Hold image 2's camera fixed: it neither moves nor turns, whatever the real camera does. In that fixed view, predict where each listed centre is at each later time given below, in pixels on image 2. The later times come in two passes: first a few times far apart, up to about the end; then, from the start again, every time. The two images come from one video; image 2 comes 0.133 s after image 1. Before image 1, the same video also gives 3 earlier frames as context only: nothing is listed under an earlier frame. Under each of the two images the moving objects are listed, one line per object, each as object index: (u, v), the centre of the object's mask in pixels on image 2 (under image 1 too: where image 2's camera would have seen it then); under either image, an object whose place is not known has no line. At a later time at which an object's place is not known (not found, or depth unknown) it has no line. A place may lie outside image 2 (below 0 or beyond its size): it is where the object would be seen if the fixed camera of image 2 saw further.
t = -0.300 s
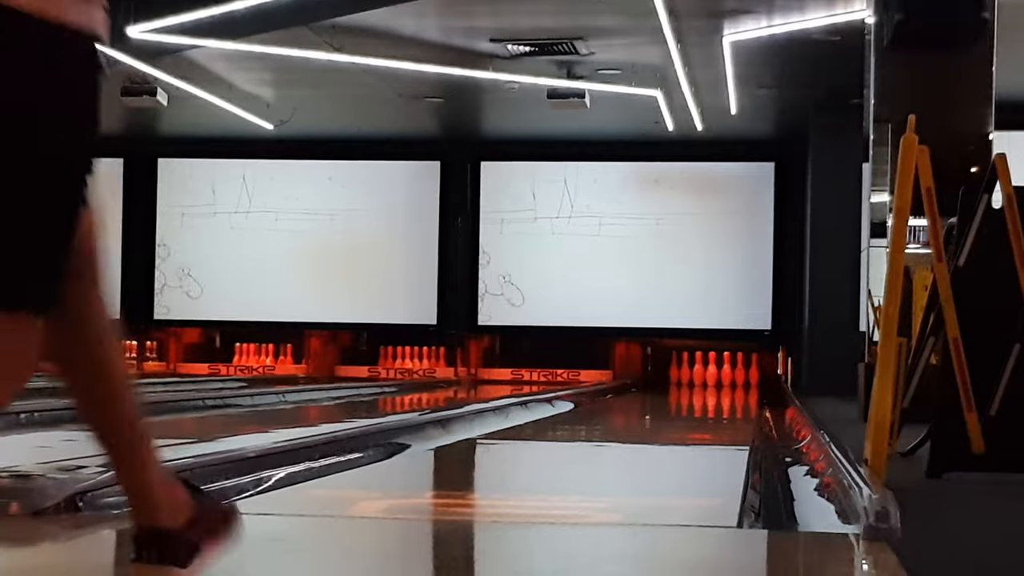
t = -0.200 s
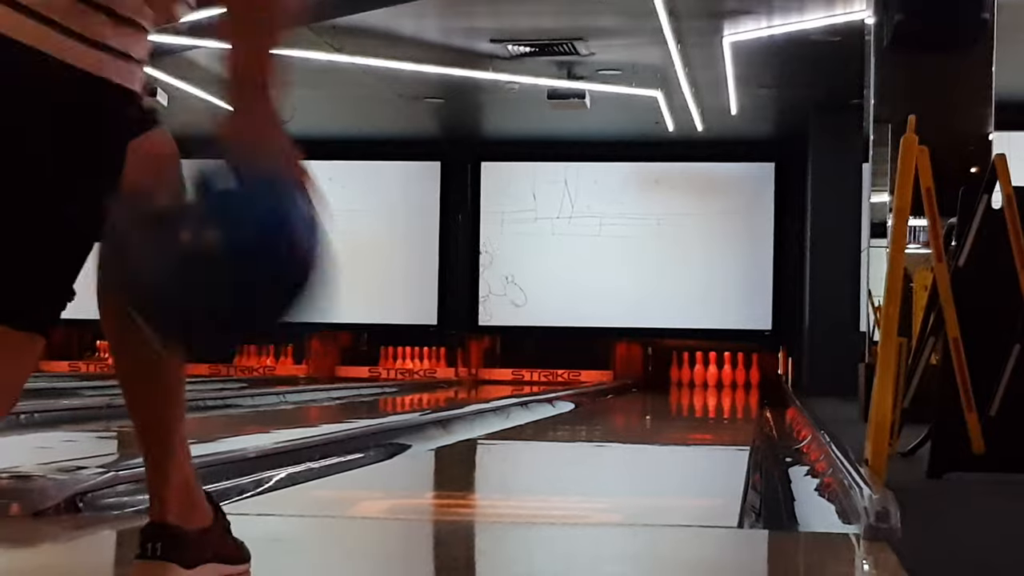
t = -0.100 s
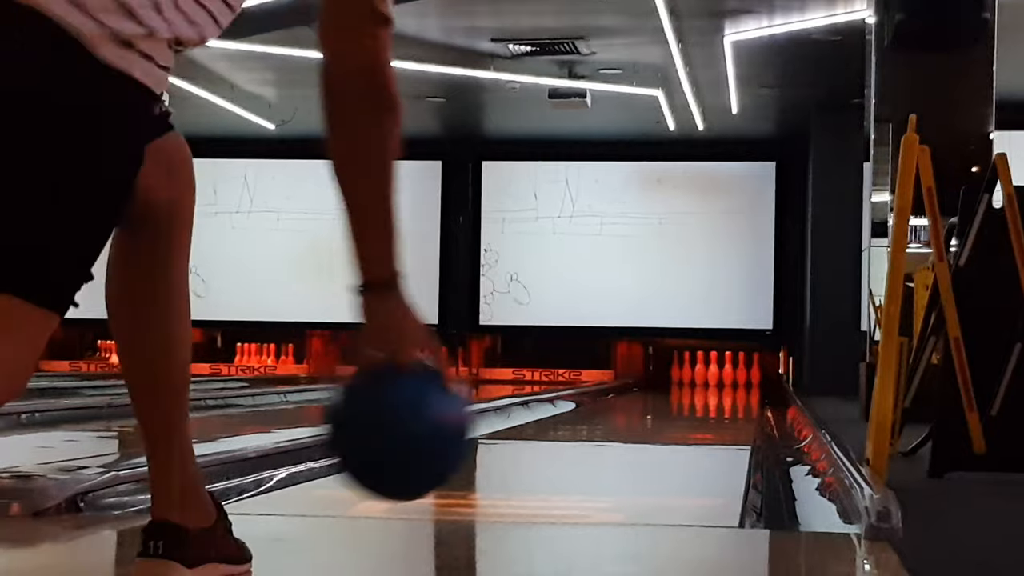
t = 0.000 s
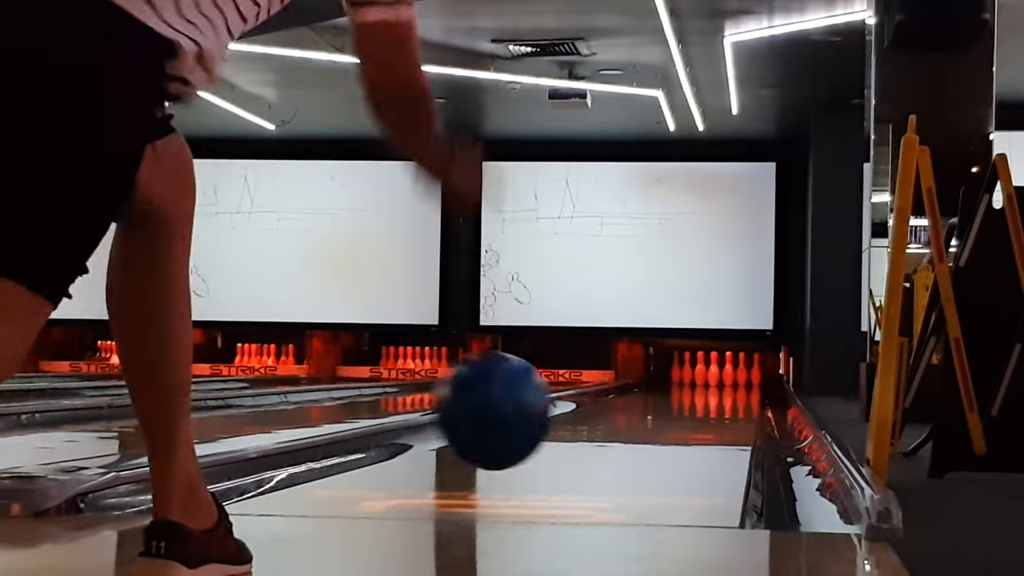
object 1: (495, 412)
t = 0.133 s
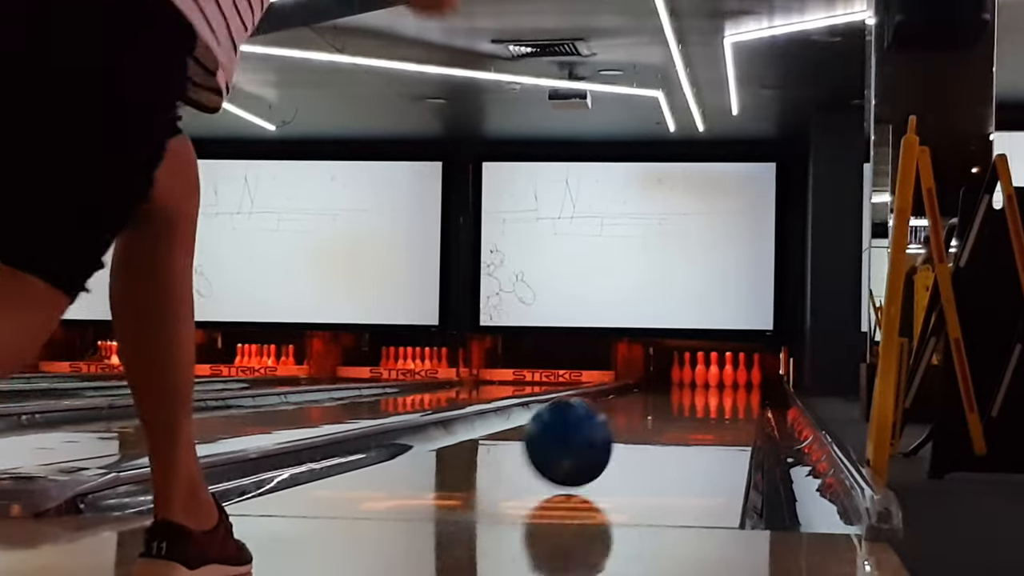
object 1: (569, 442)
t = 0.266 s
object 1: (614, 428)
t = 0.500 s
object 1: (662, 412)
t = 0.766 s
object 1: (694, 400)
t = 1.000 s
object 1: (711, 394)
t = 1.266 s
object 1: (725, 389)
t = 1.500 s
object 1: (733, 385)
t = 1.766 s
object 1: (741, 383)
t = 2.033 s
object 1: (746, 380)
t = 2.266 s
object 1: (748, 379)
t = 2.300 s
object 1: (749, 379)
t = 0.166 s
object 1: (581, 434)
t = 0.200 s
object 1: (593, 431)
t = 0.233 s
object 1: (604, 432)
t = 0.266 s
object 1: (614, 428)
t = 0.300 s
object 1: (623, 425)
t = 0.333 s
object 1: (631, 422)
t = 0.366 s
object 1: (638, 419)
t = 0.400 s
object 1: (645, 417)
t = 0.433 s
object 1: (651, 415)
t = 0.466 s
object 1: (657, 413)
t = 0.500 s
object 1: (662, 412)
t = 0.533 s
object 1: (668, 409)
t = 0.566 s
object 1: (671, 408)
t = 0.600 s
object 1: (676, 407)
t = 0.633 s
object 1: (680, 405)
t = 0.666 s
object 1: (684, 404)
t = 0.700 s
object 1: (687, 403)
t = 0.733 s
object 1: (690, 402)
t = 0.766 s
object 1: (694, 400)
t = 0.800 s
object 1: (697, 399)
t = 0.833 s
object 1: (699, 398)
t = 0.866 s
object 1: (703, 397)
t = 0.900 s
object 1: (704, 396)
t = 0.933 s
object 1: (707, 395)
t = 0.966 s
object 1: (709, 394)
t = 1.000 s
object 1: (711, 394)
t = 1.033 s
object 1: (713, 393)
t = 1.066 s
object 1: (715, 393)
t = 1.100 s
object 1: (717, 392)
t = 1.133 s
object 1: (719, 392)
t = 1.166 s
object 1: (720, 391)
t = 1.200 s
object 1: (722, 390)
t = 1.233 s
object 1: (723, 389)
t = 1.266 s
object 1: (725, 389)
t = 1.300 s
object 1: (727, 388)
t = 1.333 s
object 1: (727, 388)
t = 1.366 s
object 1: (729, 388)
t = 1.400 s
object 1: (730, 387)
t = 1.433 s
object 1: (731, 387)
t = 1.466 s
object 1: (732, 386)
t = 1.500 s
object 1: (733, 385)
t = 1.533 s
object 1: (733, 385)
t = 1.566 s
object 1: (735, 384)
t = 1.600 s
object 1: (736, 384)
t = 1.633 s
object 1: (737, 384)
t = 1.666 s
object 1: (739, 383)
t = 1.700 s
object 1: (739, 383)
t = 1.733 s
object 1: (740, 383)
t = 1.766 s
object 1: (741, 383)
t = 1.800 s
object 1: (742, 383)
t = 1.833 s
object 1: (742, 382)
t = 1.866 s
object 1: (743, 382)
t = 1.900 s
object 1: (743, 382)
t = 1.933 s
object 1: (744, 382)
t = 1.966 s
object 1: (745, 381)
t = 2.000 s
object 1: (745, 381)
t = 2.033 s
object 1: (746, 380)
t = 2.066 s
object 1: (746, 380)
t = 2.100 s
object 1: (746, 380)
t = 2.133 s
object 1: (747, 380)
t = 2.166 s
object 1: (747, 380)
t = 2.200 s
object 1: (747, 379)
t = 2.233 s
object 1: (747, 380)
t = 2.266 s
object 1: (748, 379)
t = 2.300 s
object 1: (749, 379)
